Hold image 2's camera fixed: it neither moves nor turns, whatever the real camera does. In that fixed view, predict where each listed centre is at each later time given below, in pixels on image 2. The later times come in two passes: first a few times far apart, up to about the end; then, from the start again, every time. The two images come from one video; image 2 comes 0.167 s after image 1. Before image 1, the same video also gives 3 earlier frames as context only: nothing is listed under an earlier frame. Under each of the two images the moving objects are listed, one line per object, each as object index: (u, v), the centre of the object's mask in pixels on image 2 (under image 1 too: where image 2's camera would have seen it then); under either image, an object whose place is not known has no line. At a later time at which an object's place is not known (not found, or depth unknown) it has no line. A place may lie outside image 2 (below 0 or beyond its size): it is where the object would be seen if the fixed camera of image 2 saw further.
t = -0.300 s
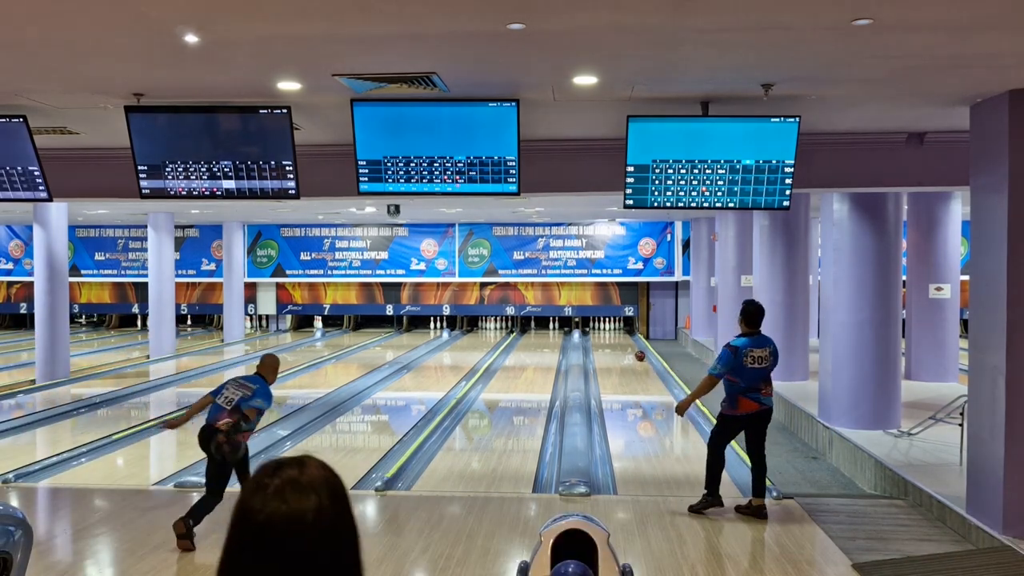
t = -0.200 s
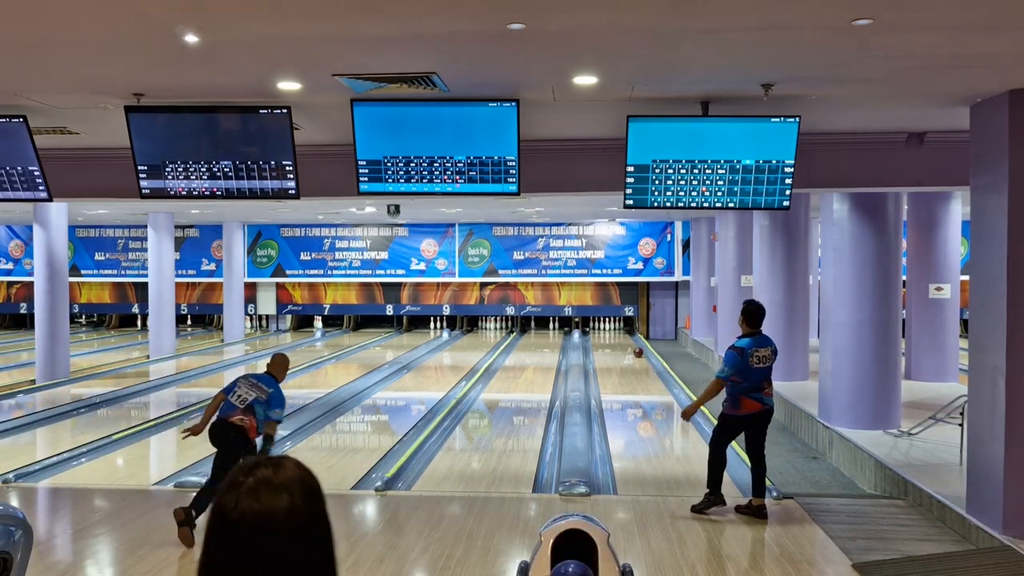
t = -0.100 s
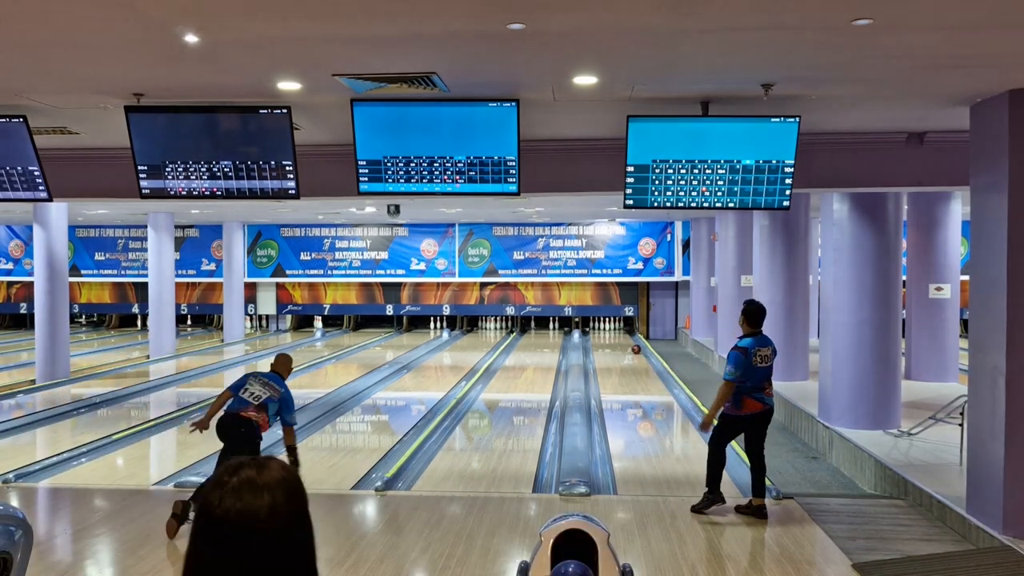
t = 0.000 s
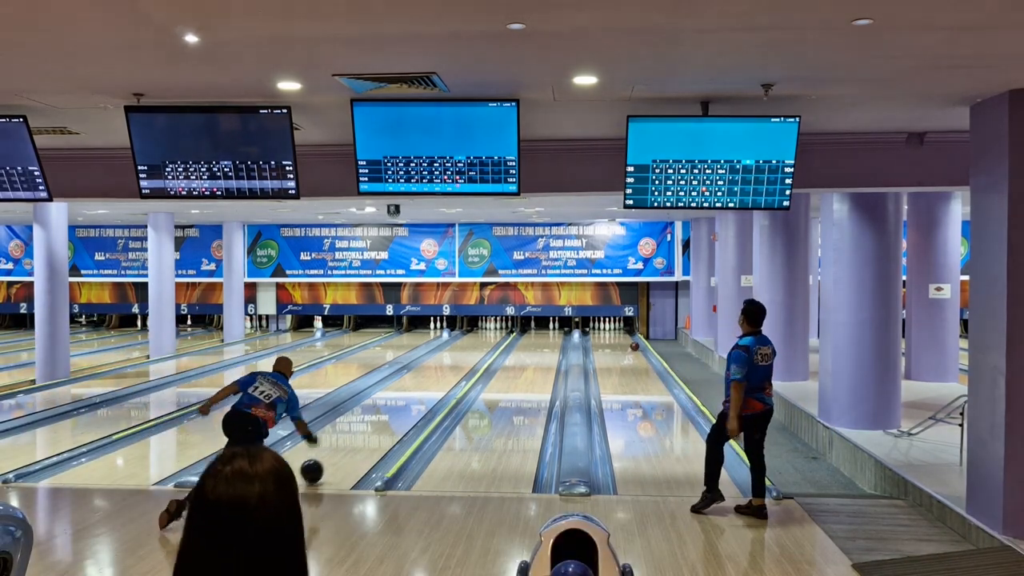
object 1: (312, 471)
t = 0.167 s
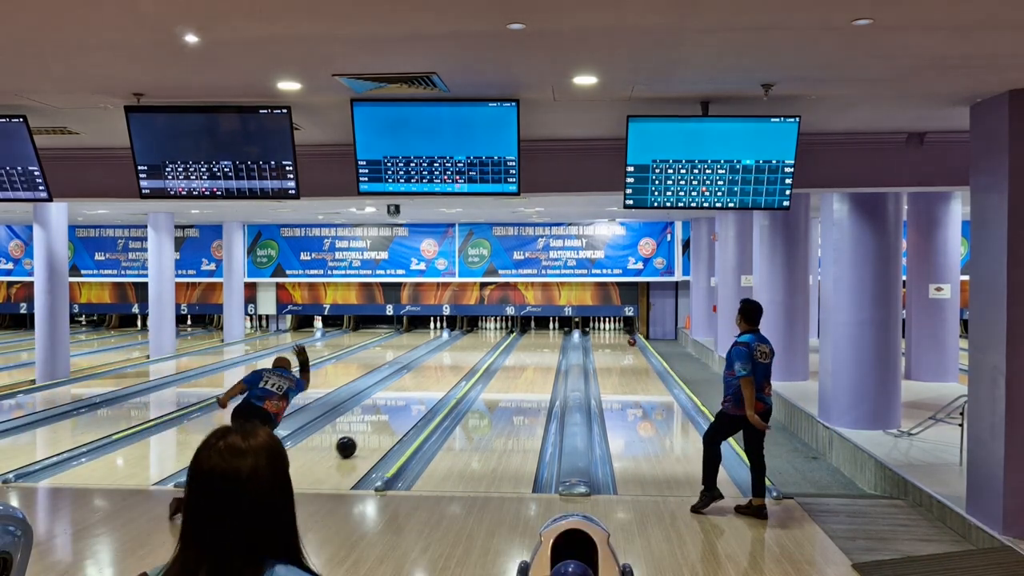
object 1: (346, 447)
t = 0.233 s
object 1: (357, 439)
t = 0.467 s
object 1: (391, 415)
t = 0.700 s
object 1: (416, 397)
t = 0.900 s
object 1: (432, 385)
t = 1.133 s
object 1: (448, 373)
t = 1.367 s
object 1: (461, 363)
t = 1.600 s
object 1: (472, 355)
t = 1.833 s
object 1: (480, 349)
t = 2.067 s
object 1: (487, 343)
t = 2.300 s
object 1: (492, 338)
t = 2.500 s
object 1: (496, 334)
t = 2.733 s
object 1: (498, 331)
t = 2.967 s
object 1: (498, 328)
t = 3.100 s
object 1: (498, 326)
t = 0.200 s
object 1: (352, 443)
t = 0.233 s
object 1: (357, 439)
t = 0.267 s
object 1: (363, 435)
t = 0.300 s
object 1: (368, 431)
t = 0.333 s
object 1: (373, 428)
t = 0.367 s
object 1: (378, 424)
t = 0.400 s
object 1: (382, 421)
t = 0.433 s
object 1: (386, 418)
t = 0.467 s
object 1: (391, 415)
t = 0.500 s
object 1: (394, 412)
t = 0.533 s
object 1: (398, 409)
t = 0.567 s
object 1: (402, 406)
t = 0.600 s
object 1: (405, 404)
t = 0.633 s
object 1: (409, 401)
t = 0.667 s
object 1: (412, 399)
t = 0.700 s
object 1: (416, 397)
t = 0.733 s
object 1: (418, 395)
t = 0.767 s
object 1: (422, 392)
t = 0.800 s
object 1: (424, 390)
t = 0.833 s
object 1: (427, 388)
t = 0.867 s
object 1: (430, 387)
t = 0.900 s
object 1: (432, 385)
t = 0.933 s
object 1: (435, 383)
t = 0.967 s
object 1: (437, 381)
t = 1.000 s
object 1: (440, 379)
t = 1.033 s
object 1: (442, 378)
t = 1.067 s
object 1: (444, 376)
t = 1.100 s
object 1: (446, 374)
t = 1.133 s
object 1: (448, 373)
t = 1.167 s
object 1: (450, 371)
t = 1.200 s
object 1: (452, 370)
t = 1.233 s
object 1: (454, 369)
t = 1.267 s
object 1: (456, 367)
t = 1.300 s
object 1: (458, 366)
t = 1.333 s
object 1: (459, 365)
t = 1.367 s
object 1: (461, 363)
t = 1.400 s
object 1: (463, 362)
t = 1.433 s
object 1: (464, 361)
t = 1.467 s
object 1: (466, 359)
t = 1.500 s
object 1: (467, 358)
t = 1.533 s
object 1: (469, 357)
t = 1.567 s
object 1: (470, 356)
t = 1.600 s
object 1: (472, 355)
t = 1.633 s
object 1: (473, 354)
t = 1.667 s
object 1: (474, 353)
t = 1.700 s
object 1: (475, 352)
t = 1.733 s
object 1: (476, 351)
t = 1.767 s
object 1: (478, 350)
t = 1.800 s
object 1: (479, 349)
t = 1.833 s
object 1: (480, 349)
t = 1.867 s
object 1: (481, 348)
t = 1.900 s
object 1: (482, 347)
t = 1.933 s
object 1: (483, 346)
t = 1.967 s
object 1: (484, 345)
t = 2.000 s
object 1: (485, 345)
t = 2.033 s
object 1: (486, 344)
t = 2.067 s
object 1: (487, 343)
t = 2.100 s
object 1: (488, 342)
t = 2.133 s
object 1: (489, 341)
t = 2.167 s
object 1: (490, 341)
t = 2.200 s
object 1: (491, 340)
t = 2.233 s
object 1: (491, 339)
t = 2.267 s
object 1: (492, 339)
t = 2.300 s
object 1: (492, 338)
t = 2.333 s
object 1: (493, 337)
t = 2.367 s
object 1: (494, 337)
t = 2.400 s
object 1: (494, 336)
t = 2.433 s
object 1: (495, 335)
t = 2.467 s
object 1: (495, 335)
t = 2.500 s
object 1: (496, 334)
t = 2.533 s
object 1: (496, 334)
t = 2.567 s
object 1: (496, 334)
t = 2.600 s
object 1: (497, 333)
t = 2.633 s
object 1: (497, 333)
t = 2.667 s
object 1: (497, 332)
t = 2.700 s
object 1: (498, 331)
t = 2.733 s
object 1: (498, 331)
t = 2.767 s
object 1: (498, 330)
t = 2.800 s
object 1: (498, 330)
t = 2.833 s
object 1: (498, 329)
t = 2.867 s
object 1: (498, 329)
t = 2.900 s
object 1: (498, 329)
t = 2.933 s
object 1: (498, 329)
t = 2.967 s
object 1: (498, 328)
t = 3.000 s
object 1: (498, 327)
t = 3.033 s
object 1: (498, 327)
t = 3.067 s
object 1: (498, 326)
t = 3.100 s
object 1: (498, 326)
